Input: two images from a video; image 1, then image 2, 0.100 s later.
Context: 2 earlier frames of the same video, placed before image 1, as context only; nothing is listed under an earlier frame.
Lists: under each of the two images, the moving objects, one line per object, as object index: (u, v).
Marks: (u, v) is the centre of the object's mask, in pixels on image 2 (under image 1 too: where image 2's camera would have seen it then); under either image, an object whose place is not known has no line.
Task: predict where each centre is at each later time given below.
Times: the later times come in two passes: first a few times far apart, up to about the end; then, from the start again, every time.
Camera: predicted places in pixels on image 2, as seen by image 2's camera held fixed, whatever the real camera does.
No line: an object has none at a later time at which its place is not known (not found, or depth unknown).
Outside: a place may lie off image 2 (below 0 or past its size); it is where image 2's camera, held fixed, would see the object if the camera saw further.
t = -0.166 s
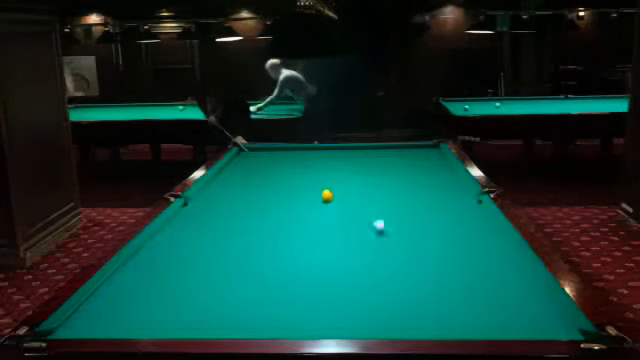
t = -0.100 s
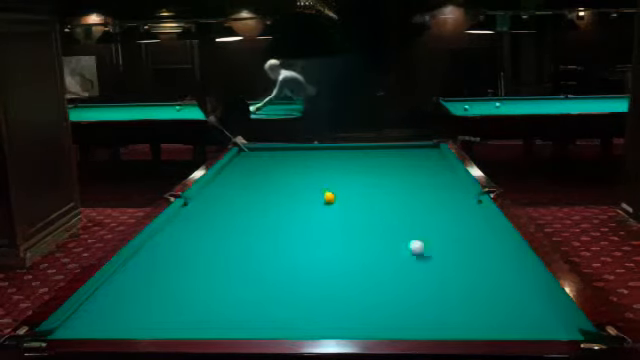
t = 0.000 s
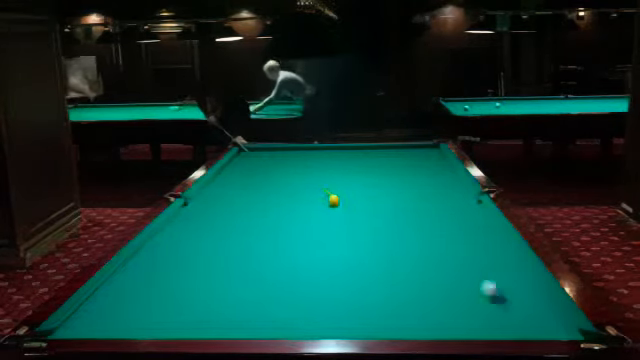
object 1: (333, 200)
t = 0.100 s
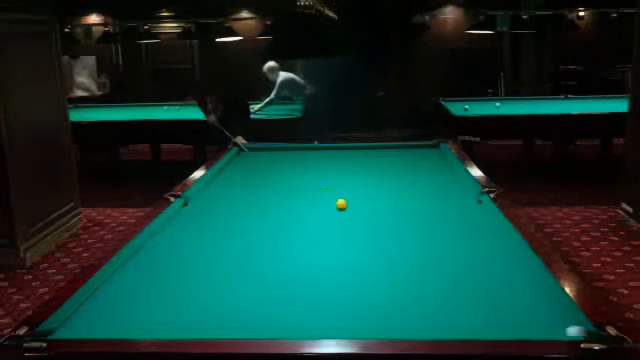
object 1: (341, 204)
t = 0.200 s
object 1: (350, 209)
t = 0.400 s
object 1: (376, 224)
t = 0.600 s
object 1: (408, 242)
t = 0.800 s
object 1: (447, 264)
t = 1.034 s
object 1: (504, 296)
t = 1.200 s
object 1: (553, 324)
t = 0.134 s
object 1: (344, 206)
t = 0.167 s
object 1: (346, 207)
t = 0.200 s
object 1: (350, 209)
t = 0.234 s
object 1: (353, 211)
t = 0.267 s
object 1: (357, 214)
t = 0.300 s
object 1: (362, 216)
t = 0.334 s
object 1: (367, 219)
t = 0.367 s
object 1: (371, 221)
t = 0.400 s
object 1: (376, 224)
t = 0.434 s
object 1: (381, 227)
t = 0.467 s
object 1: (386, 230)
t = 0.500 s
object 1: (392, 232)
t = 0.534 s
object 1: (397, 236)
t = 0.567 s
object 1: (403, 239)
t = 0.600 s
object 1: (408, 242)
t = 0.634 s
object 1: (414, 246)
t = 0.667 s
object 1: (421, 249)
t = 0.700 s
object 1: (426, 252)
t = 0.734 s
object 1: (433, 256)
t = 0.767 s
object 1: (440, 260)
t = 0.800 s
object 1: (447, 264)
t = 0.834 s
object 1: (455, 268)
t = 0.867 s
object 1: (462, 272)
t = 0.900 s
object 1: (471, 277)
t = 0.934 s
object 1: (479, 282)
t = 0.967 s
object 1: (487, 287)
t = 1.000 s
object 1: (495, 290)
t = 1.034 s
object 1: (504, 296)
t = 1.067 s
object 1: (513, 301)
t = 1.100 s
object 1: (523, 306)
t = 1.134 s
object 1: (533, 312)
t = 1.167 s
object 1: (543, 318)
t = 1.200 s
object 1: (553, 324)
